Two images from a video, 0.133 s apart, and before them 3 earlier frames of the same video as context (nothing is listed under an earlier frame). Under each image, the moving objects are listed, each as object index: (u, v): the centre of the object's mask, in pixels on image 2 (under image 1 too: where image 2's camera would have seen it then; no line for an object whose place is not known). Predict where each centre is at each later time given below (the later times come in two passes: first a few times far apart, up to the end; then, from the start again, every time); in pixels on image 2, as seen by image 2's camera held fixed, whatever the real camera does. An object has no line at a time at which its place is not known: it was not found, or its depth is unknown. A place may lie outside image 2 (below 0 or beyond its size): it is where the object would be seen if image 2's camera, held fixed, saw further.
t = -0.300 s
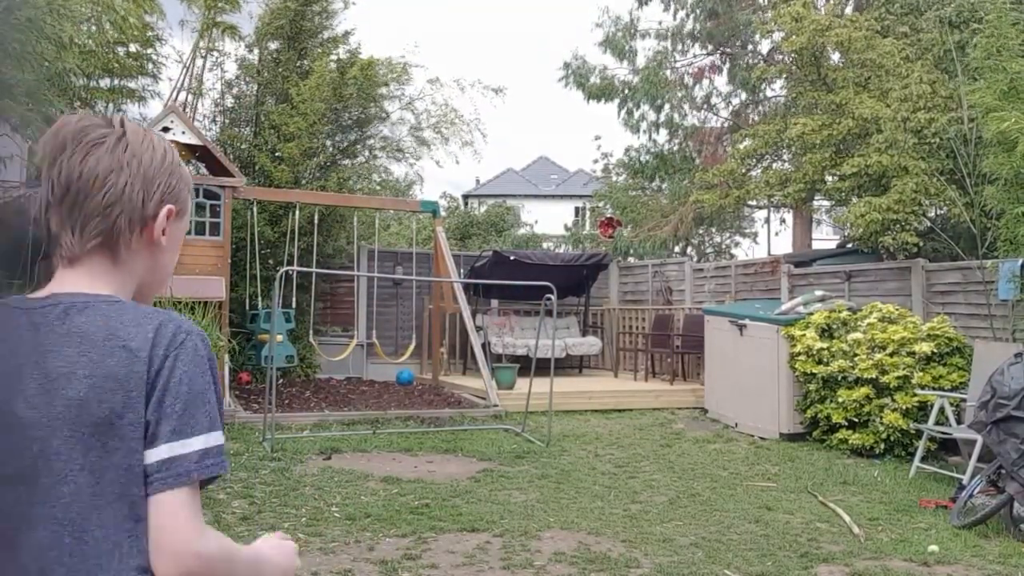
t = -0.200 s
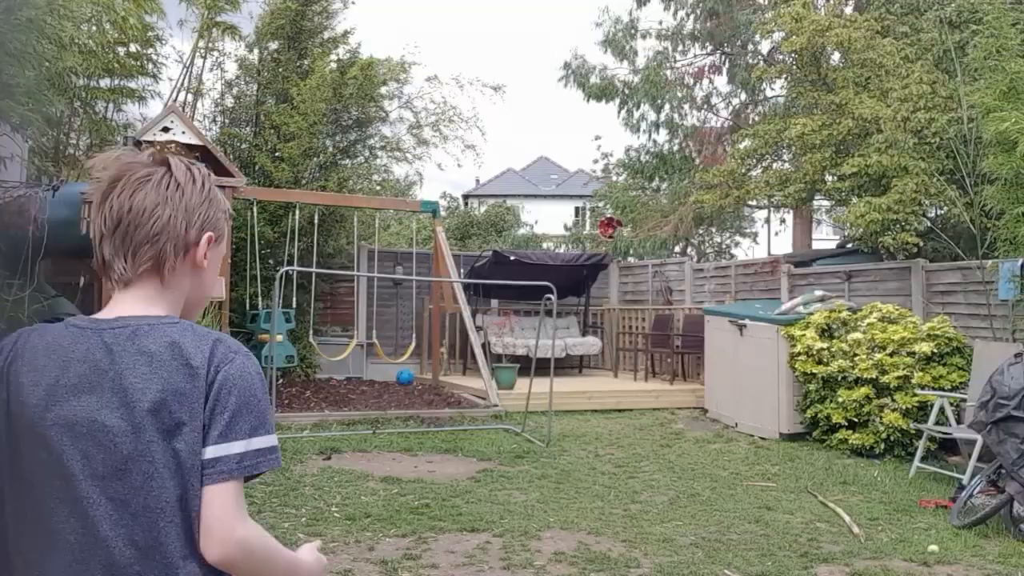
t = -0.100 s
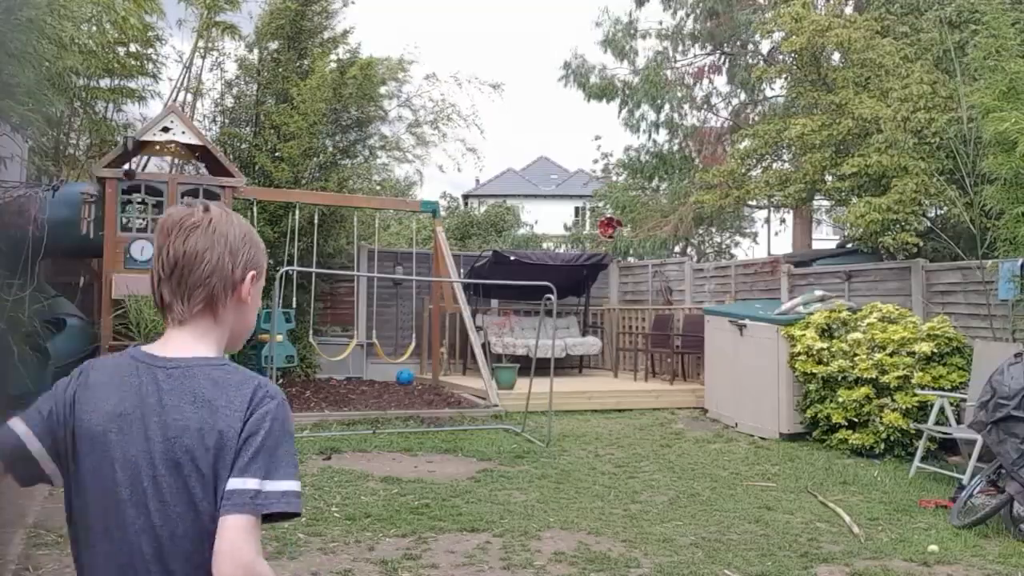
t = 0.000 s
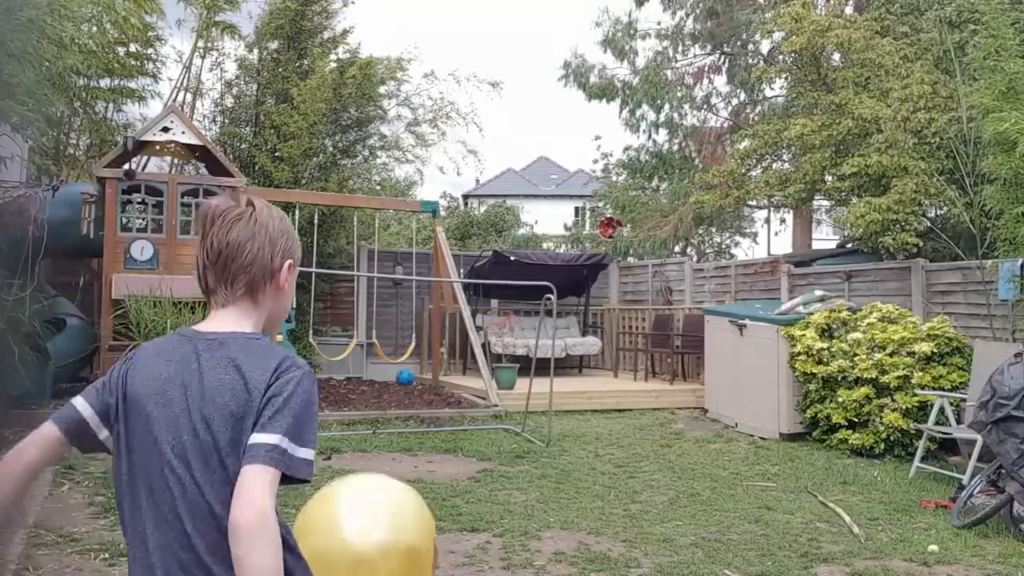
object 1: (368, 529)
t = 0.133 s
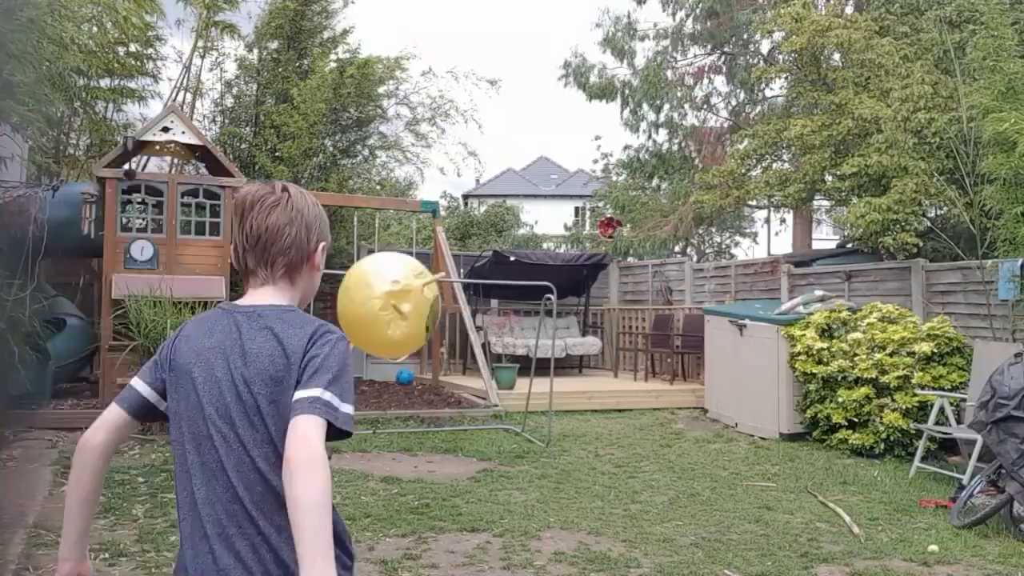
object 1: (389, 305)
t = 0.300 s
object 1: (401, 211)
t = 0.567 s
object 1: (408, 213)
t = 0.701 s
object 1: (417, 246)
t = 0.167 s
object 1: (392, 274)
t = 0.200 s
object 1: (394, 251)
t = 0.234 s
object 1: (397, 234)
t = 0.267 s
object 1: (399, 221)
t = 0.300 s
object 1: (401, 211)
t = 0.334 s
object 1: (402, 206)
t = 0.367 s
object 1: (403, 202)
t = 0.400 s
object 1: (404, 200)
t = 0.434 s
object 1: (405, 200)
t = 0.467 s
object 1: (406, 200)
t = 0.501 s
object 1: (407, 204)
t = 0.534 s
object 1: (408, 207)
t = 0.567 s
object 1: (408, 213)
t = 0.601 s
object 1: (410, 218)
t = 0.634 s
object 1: (411, 226)
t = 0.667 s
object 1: (414, 236)
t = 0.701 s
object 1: (417, 246)
